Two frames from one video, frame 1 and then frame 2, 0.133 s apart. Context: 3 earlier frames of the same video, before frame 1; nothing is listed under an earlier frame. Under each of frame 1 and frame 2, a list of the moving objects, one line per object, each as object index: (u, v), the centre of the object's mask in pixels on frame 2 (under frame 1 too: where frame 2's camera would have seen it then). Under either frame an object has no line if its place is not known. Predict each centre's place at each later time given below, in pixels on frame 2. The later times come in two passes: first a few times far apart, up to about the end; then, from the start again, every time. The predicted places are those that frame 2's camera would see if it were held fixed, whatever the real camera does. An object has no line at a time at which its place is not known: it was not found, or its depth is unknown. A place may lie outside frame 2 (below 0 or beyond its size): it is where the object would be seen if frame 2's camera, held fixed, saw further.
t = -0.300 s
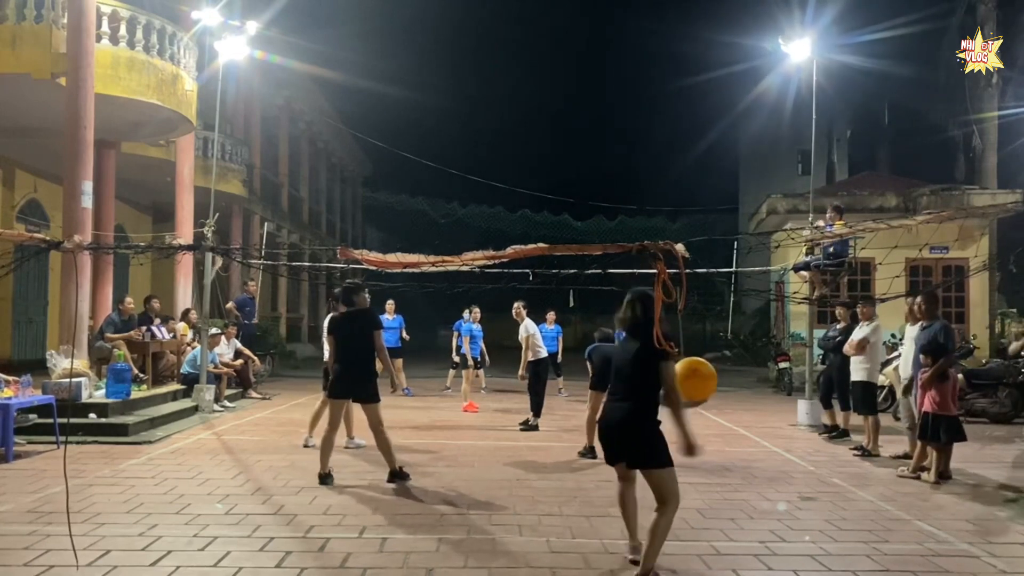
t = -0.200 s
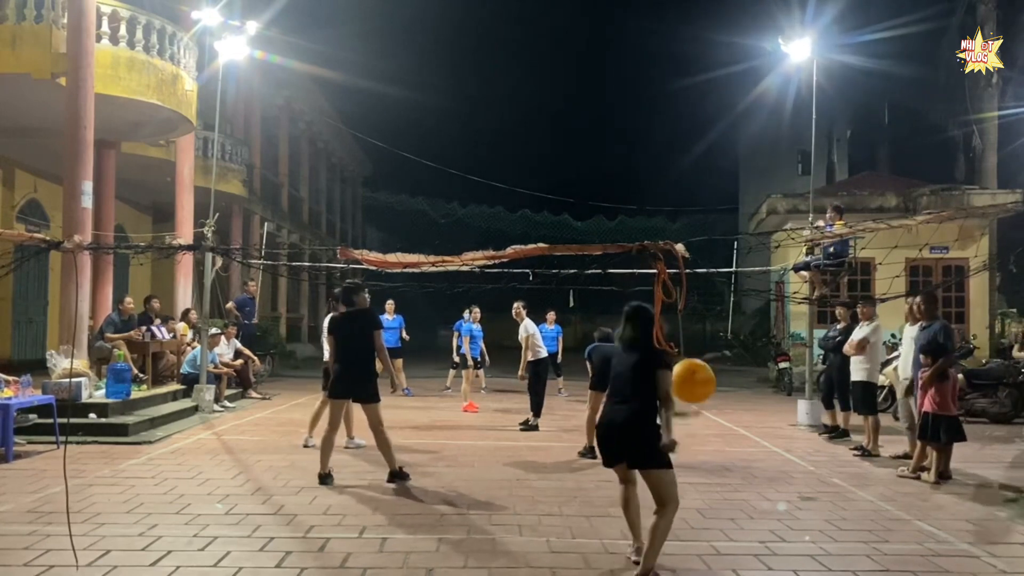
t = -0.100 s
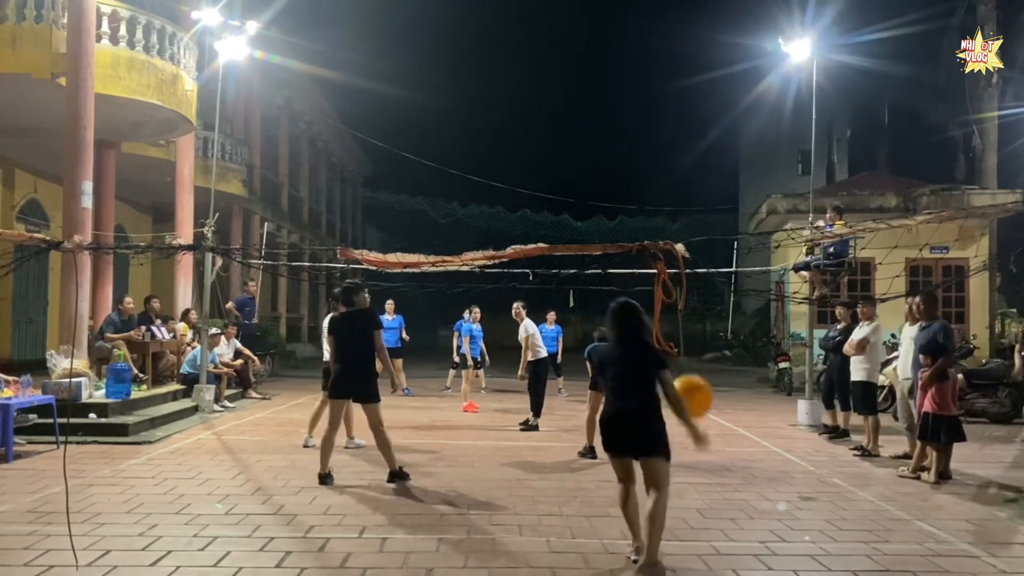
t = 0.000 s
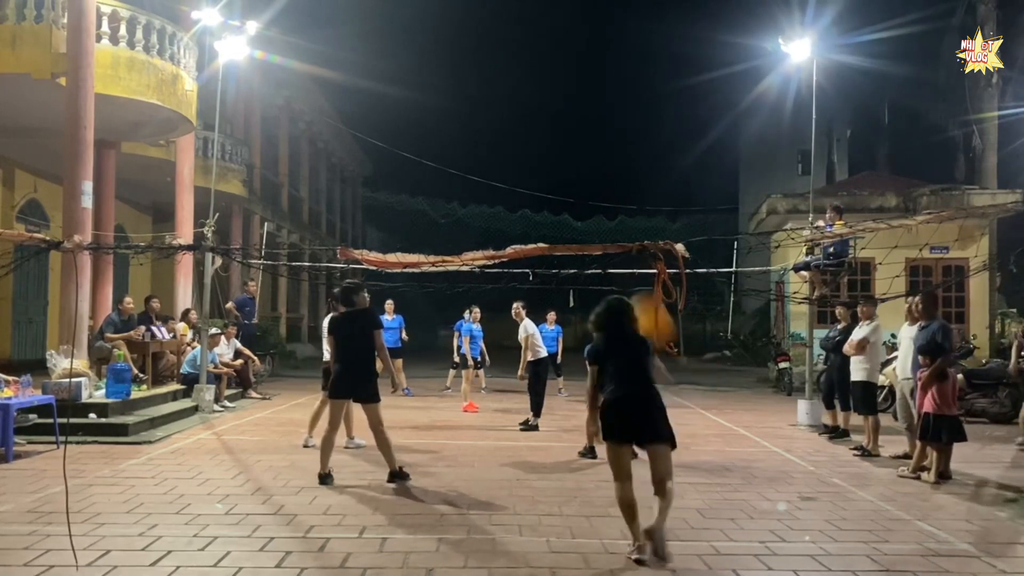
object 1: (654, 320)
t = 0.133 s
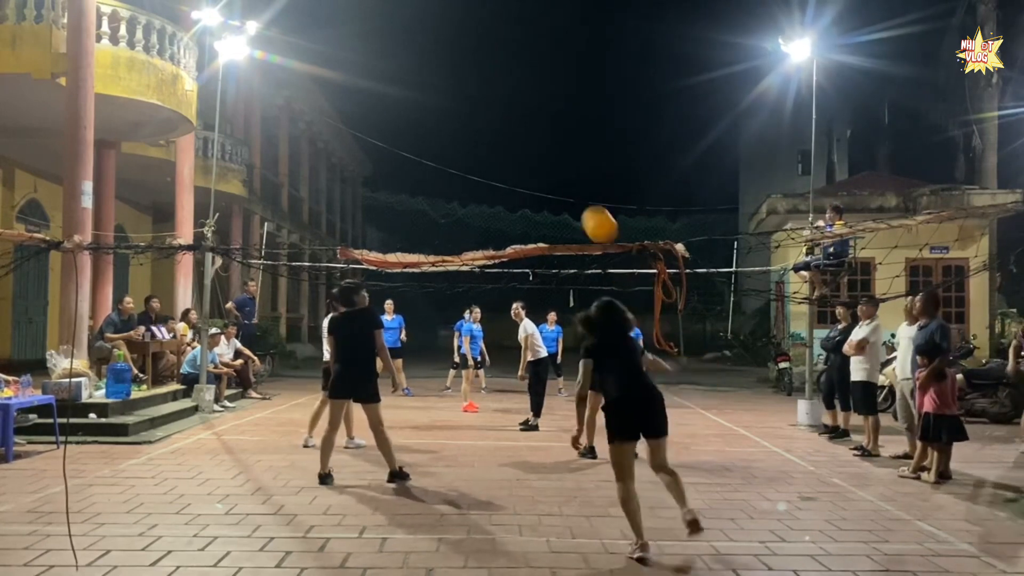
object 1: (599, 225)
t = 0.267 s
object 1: (566, 188)
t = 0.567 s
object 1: (523, 183)
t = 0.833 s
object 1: (501, 224)
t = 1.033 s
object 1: (489, 273)
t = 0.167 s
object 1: (590, 212)
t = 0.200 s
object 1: (581, 201)
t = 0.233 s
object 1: (573, 193)
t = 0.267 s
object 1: (566, 188)
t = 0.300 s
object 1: (560, 183)
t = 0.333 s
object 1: (554, 181)
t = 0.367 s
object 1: (549, 179)
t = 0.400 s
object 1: (545, 178)
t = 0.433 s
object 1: (540, 178)
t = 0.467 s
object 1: (536, 178)
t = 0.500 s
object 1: (531, 179)
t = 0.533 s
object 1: (527, 181)
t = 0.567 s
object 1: (523, 183)
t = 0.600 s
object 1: (520, 187)
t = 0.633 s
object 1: (517, 190)
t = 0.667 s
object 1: (514, 194)
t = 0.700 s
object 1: (510, 200)
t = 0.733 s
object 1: (508, 205)
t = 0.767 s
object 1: (505, 211)
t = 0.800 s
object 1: (503, 217)
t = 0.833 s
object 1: (501, 224)
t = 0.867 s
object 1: (498, 231)
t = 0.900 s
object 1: (496, 238)
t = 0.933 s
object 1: (495, 244)
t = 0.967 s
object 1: (493, 248)
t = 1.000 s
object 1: (490, 266)
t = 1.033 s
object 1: (489, 273)
